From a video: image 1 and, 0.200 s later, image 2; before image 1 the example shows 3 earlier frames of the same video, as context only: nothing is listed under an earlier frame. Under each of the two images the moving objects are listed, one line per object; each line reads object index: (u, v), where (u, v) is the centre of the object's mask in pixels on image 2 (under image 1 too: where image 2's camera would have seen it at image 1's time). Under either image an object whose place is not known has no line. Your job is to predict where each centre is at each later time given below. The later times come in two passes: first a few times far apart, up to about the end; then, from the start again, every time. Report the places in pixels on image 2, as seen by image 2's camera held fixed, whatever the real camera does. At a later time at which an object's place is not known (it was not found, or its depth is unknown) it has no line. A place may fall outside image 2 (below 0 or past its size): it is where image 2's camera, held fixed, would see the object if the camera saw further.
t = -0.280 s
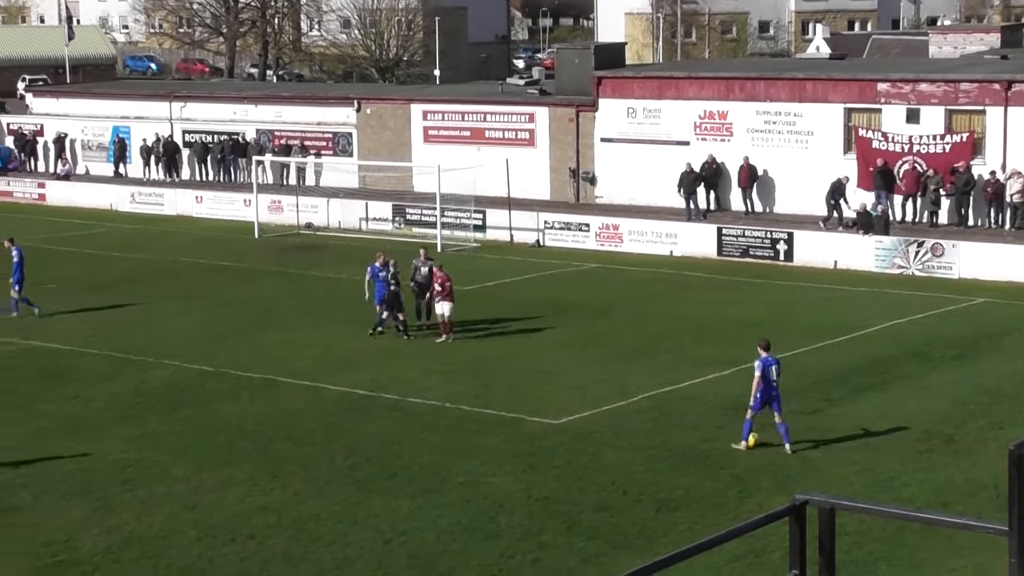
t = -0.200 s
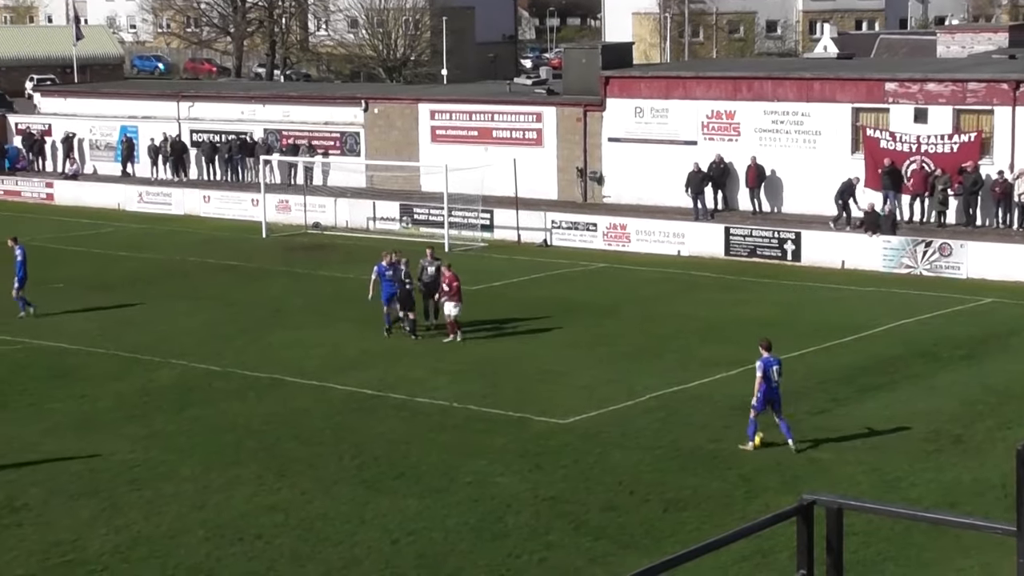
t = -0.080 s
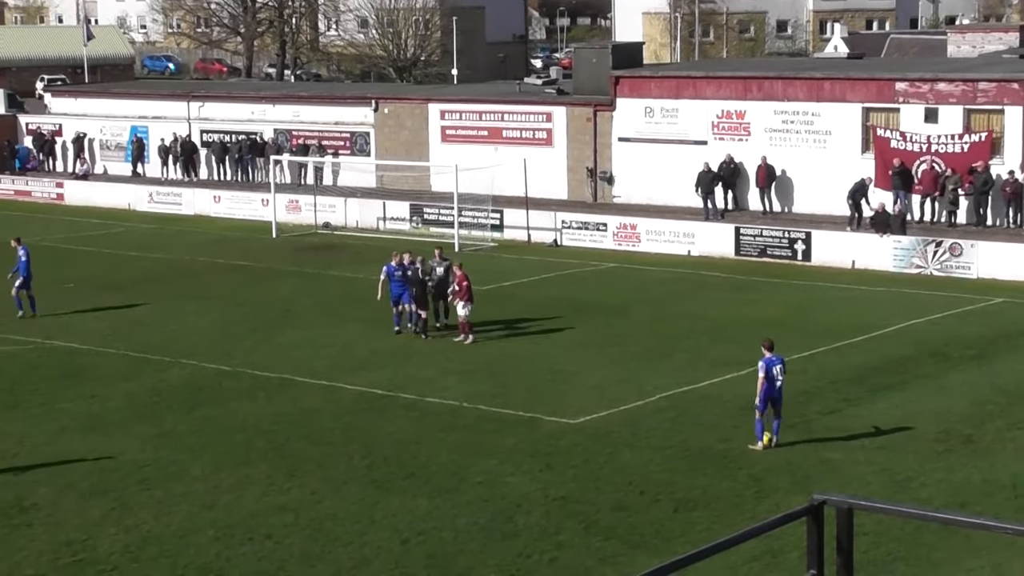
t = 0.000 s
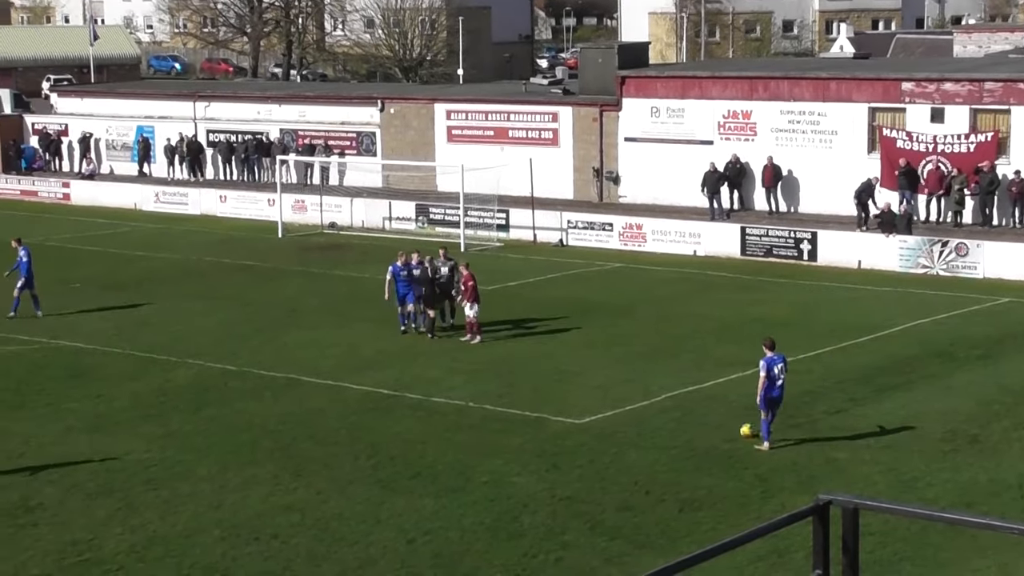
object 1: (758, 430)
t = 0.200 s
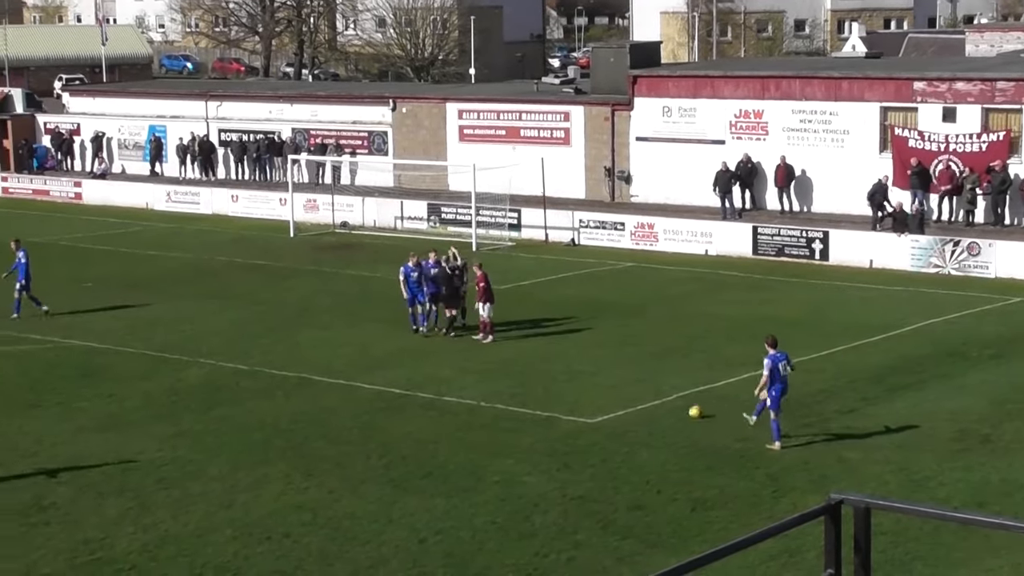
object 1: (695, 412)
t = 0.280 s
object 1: (673, 406)
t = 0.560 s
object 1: (616, 391)
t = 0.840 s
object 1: (572, 379)
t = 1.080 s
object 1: (540, 369)
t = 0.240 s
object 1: (683, 409)
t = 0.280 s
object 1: (673, 406)
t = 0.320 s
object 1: (664, 403)
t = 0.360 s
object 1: (655, 401)
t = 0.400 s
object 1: (646, 399)
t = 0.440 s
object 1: (638, 396)
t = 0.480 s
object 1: (630, 393)
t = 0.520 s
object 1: (623, 391)
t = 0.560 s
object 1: (616, 391)
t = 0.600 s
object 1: (608, 389)
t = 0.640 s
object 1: (602, 386)
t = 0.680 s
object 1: (596, 385)
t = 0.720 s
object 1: (590, 384)
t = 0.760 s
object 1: (584, 383)
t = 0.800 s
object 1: (578, 380)
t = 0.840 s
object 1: (572, 379)
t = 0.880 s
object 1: (566, 377)
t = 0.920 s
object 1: (561, 376)
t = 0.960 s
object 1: (556, 373)
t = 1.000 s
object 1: (550, 371)
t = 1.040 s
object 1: (545, 369)
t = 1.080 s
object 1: (540, 369)
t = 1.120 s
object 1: (535, 369)
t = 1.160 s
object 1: (531, 368)
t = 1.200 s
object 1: (525, 366)
